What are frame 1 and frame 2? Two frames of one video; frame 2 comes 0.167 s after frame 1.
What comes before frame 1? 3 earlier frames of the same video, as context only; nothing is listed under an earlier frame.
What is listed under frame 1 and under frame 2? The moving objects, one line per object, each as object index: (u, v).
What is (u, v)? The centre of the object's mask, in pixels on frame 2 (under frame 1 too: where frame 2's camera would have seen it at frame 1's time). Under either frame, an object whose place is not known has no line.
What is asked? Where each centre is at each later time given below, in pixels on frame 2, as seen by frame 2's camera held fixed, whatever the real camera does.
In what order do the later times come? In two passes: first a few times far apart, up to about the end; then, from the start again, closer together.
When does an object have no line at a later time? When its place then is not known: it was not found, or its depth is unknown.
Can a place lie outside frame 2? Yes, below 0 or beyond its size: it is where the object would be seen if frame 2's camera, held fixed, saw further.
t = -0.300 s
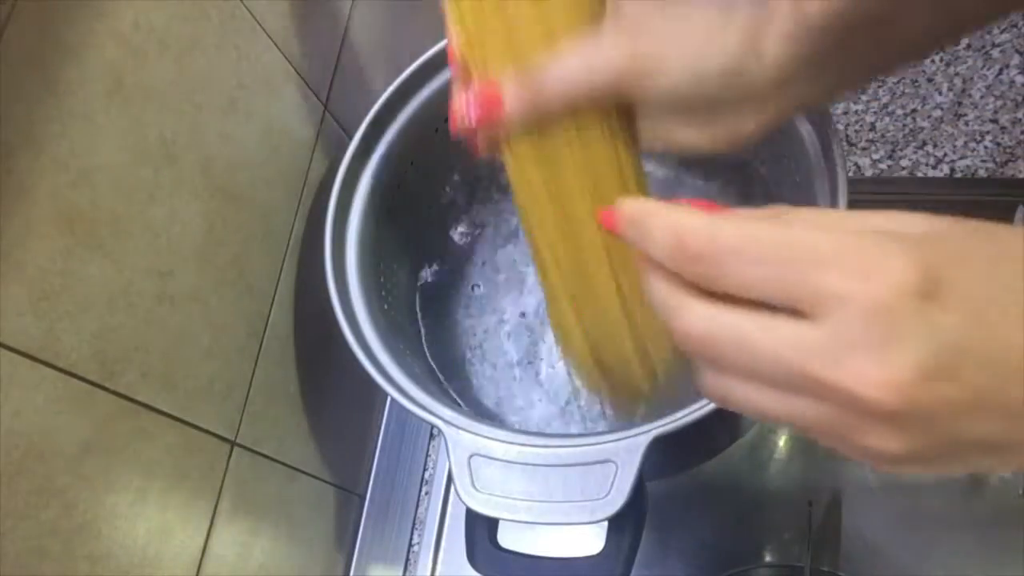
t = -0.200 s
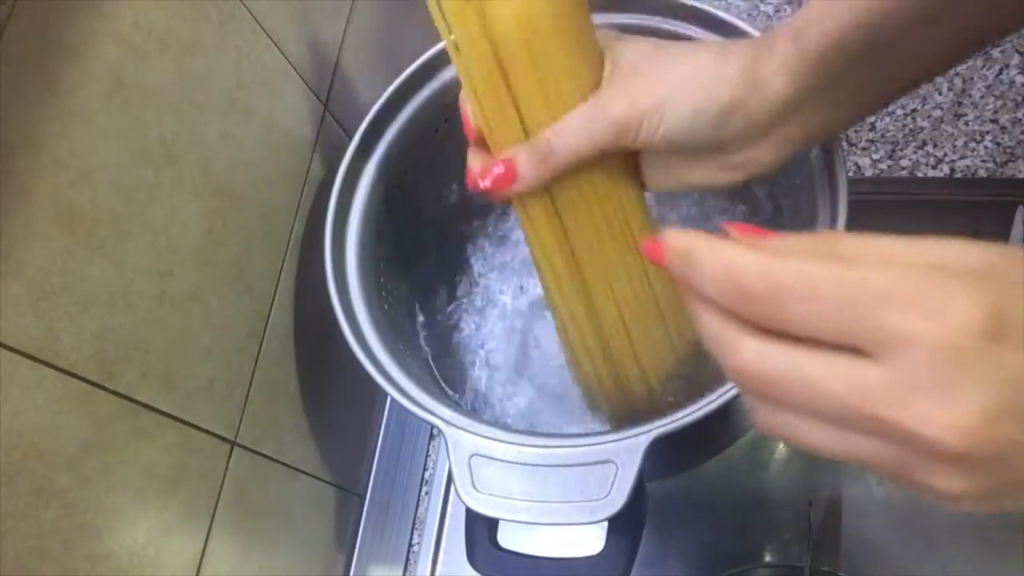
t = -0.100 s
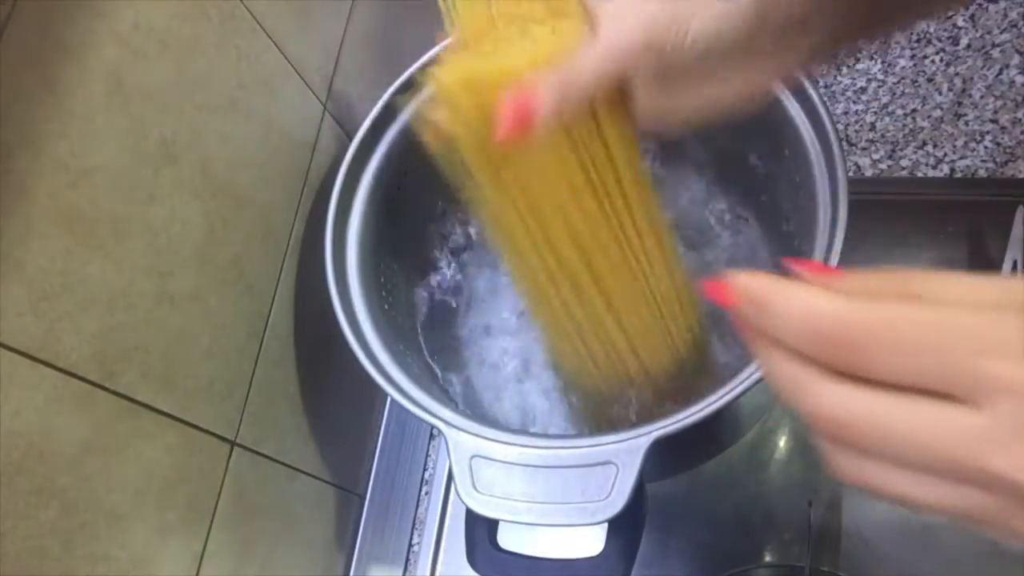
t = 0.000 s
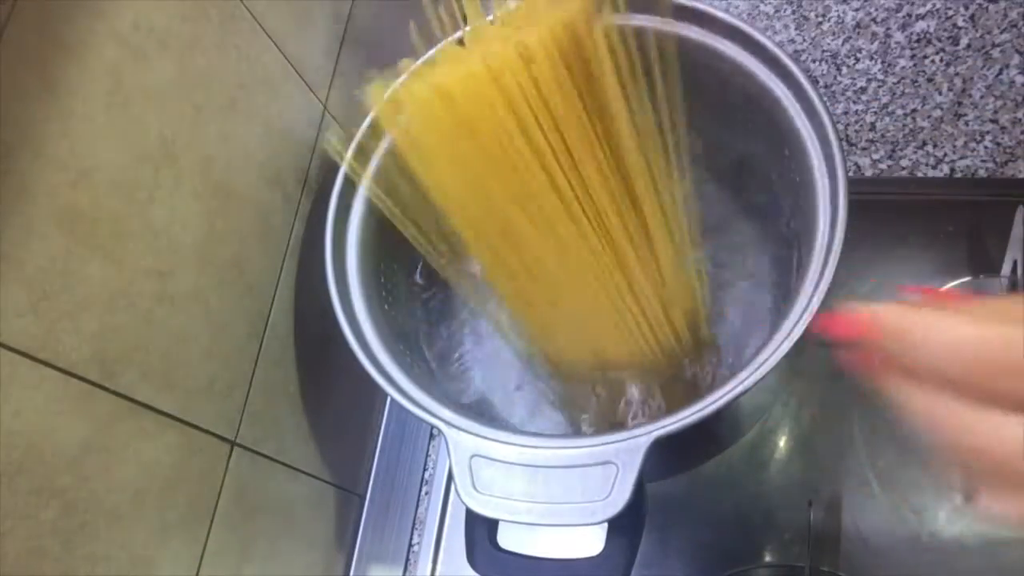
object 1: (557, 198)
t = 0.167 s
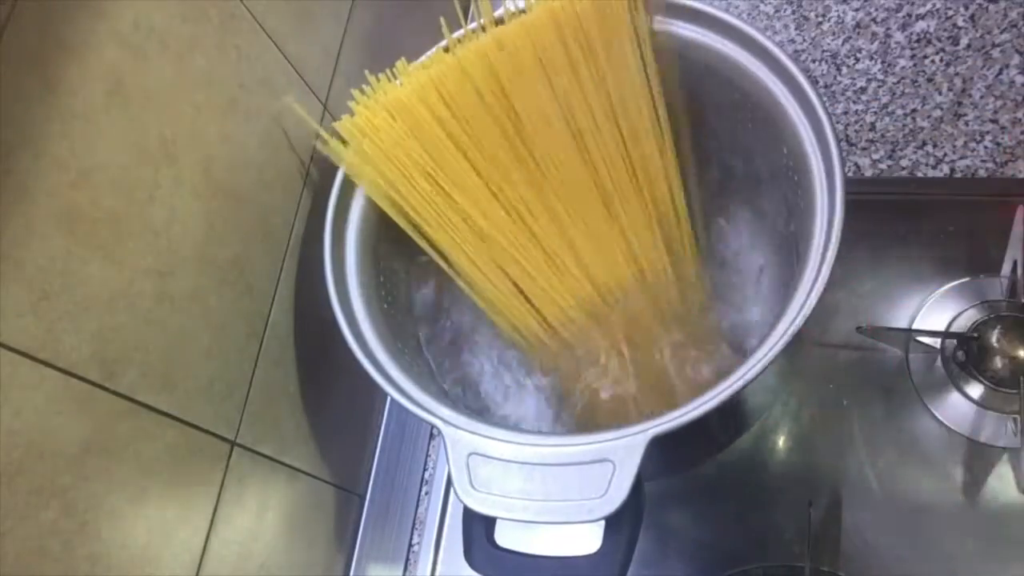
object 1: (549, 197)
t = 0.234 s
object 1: (550, 197)
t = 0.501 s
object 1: (550, 198)
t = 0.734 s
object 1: (549, 196)
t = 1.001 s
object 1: (550, 198)
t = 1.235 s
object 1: (550, 197)
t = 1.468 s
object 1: (549, 195)
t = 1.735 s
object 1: (549, 198)
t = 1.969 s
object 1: (549, 197)
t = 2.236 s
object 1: (550, 199)
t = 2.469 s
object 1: (550, 193)
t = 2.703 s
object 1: (549, 192)
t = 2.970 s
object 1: (550, 199)
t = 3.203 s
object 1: (550, 199)
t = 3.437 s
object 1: (550, 199)
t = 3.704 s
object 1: (550, 198)
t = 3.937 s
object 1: (550, 200)
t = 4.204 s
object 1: (550, 204)
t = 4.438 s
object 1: (550, 199)
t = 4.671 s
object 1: (550, 200)
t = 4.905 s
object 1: (551, 200)
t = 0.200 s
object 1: (550, 196)
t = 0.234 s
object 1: (550, 197)
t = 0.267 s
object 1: (550, 197)
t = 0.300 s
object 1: (551, 198)
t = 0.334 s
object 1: (550, 197)
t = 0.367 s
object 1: (551, 197)
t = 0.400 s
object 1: (551, 197)
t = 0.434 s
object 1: (550, 197)
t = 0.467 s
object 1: (549, 197)
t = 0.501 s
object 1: (550, 198)
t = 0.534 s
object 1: (550, 198)
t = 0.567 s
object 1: (550, 197)
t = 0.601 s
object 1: (550, 198)
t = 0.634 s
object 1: (551, 198)
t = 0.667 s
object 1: (549, 196)
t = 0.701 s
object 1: (549, 196)
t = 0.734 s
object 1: (549, 196)
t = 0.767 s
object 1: (550, 197)
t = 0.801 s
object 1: (550, 197)
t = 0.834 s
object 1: (550, 197)
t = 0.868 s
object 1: (550, 198)
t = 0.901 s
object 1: (550, 198)
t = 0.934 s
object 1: (550, 198)
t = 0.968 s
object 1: (549, 197)
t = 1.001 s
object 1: (550, 198)
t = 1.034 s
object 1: (550, 198)
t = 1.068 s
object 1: (550, 198)
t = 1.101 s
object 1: (550, 197)
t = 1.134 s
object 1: (550, 199)
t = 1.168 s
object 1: (550, 198)
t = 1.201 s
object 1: (549, 198)
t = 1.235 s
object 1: (550, 197)
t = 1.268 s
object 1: (549, 197)
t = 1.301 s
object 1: (549, 196)
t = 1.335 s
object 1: (549, 196)
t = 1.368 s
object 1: (549, 198)
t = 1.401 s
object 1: (549, 198)
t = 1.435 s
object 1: (550, 197)
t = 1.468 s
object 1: (549, 195)
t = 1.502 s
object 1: (549, 195)
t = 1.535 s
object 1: (549, 194)
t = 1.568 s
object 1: (550, 198)
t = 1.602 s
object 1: (549, 198)
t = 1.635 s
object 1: (549, 202)
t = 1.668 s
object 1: (549, 196)
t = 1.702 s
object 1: (549, 198)
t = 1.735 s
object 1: (549, 198)
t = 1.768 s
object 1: (550, 201)
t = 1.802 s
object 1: (549, 195)
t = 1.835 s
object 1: (549, 197)
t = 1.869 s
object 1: (549, 198)
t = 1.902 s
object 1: (549, 198)
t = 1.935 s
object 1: (549, 198)
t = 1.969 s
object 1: (549, 197)
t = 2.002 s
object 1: (549, 196)
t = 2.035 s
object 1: (550, 198)
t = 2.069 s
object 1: (549, 198)
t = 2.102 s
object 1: (550, 199)
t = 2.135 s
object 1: (549, 198)
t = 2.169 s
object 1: (550, 199)
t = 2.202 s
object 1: (549, 198)
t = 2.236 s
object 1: (550, 199)
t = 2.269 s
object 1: (550, 200)
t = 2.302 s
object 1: (550, 200)
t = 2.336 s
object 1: (550, 200)
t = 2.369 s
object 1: (550, 200)
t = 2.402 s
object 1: (550, 198)
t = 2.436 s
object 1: (549, 192)
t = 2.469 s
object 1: (550, 193)
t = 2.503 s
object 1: (550, 194)
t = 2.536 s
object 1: (550, 200)
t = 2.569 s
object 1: (550, 200)
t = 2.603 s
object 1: (550, 201)
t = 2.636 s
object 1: (550, 199)
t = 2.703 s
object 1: (549, 192)
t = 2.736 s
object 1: (550, 198)
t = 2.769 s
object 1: (550, 200)
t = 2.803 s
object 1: (550, 200)
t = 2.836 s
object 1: (550, 200)
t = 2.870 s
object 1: (550, 199)
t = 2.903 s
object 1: (550, 200)
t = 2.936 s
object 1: (550, 200)
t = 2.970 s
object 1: (550, 199)
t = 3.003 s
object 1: (550, 201)
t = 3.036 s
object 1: (551, 200)
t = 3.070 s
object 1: (550, 200)
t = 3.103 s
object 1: (550, 198)
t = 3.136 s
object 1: (550, 203)
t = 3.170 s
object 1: (550, 202)
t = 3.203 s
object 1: (550, 199)
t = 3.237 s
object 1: (550, 199)
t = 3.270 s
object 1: (550, 199)
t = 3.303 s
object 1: (551, 199)
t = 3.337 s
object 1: (550, 200)
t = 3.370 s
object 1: (550, 194)
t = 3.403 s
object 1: (550, 199)
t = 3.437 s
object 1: (550, 199)
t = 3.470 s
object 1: (550, 198)
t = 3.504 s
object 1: (550, 201)
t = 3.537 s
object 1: (550, 200)
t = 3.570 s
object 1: (550, 200)
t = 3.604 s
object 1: (550, 200)
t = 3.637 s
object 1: (550, 200)
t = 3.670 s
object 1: (550, 201)
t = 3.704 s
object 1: (550, 198)
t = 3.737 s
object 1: (550, 199)
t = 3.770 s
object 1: (550, 200)
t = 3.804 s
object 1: (550, 200)
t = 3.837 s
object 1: (550, 200)
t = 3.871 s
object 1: (550, 200)
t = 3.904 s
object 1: (550, 200)
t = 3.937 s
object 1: (550, 200)
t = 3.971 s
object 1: (550, 199)
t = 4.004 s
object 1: (550, 198)
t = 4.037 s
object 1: (550, 199)
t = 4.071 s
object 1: (550, 200)
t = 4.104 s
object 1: (550, 200)
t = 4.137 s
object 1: (550, 204)
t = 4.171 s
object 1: (550, 201)
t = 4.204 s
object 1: (550, 204)
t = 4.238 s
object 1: (550, 200)
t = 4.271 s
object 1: (550, 201)
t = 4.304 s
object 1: (550, 201)
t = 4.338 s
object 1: (550, 199)
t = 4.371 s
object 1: (550, 206)
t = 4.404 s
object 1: (550, 199)
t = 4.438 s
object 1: (550, 199)
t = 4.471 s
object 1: (550, 200)
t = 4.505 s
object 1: (550, 200)
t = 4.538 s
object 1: (550, 200)
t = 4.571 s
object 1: (550, 199)
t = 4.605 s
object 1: (550, 199)
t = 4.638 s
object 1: (551, 200)
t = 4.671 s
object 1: (550, 200)
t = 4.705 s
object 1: (550, 199)
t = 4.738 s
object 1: (550, 200)
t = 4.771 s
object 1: (550, 193)
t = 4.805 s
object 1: (550, 205)
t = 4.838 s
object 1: (550, 200)
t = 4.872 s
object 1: (550, 201)
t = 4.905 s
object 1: (551, 200)
